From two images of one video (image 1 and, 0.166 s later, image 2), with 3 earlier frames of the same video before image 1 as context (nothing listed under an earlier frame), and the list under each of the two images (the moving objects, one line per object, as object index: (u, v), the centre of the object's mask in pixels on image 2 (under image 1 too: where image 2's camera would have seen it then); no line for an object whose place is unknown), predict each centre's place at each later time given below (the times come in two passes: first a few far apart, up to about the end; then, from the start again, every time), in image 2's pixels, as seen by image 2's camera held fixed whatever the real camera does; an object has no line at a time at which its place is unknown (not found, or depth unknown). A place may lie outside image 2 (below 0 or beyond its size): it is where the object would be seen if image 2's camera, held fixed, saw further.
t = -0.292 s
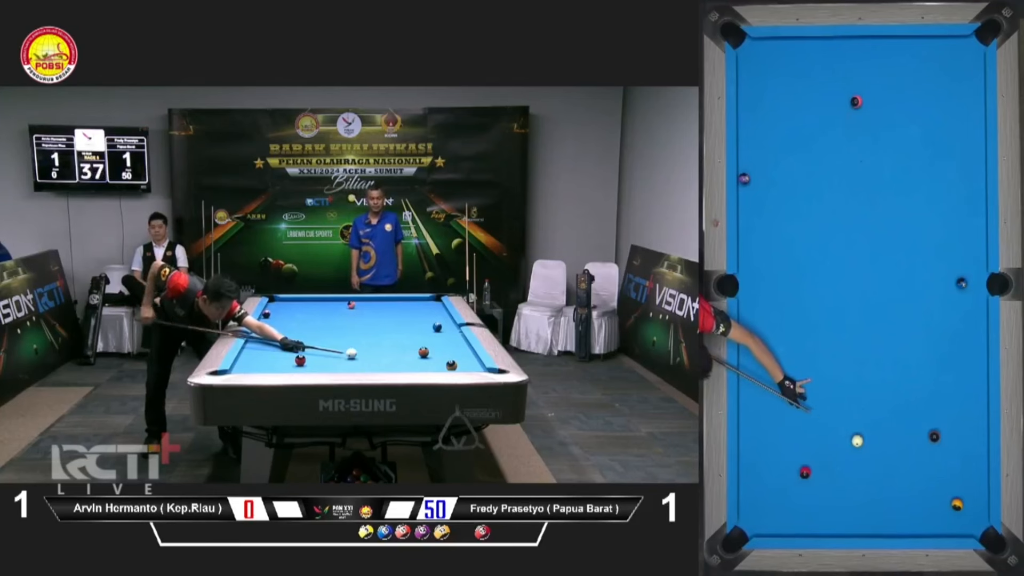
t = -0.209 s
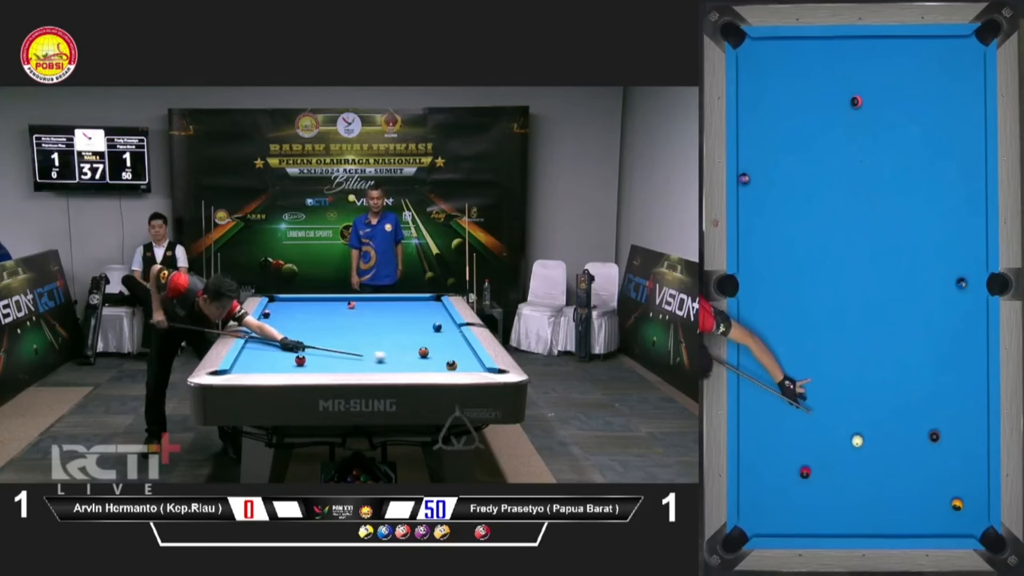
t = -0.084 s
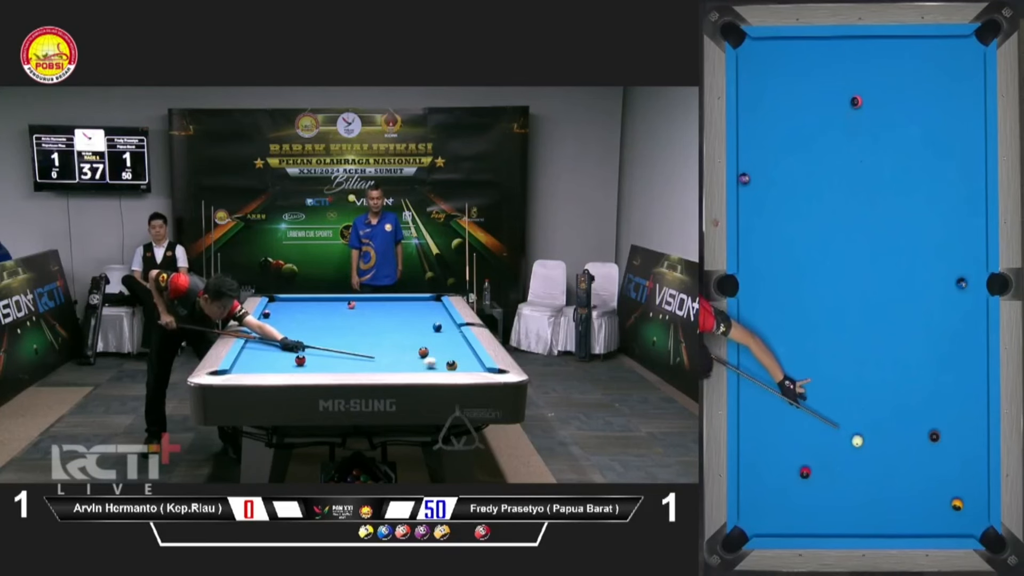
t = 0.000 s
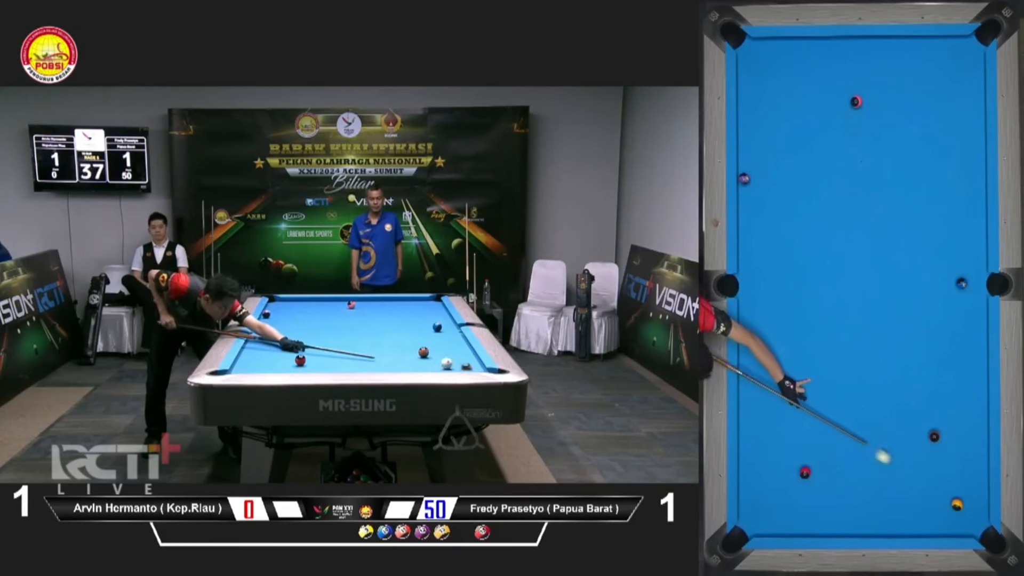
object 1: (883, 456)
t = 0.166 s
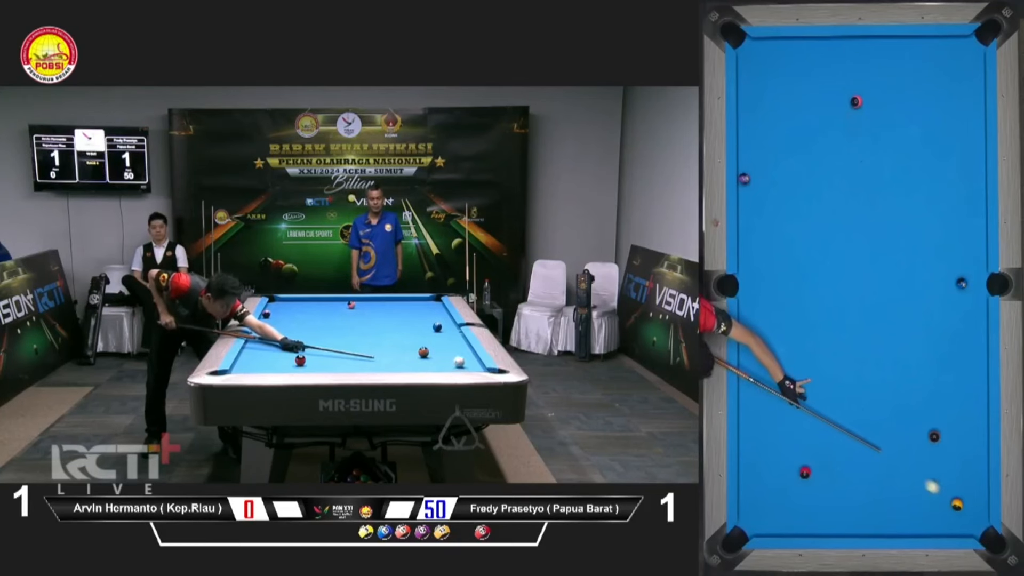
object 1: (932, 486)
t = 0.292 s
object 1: (957, 491)
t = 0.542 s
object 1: (977, 480)
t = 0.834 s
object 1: (974, 462)
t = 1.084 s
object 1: (964, 448)
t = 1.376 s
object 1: (954, 434)
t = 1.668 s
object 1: (943, 417)
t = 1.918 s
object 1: (935, 406)
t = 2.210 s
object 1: (926, 395)
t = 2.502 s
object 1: (918, 383)
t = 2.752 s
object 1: (910, 371)
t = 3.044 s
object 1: (904, 363)
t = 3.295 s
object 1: (898, 356)
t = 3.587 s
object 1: (892, 347)
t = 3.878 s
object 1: (888, 341)
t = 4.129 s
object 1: (885, 336)
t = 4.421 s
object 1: (882, 332)
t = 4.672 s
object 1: (879, 328)
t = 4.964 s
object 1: (878, 326)
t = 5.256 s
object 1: (877, 324)
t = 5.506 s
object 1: (877, 323)
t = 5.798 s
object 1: (877, 323)
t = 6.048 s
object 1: (877, 323)
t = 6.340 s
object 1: (877, 323)
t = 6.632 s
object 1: (877, 323)
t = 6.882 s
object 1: (877, 323)
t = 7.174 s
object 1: (876, 323)
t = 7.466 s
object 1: (876, 323)
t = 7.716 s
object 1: (876, 322)
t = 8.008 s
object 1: (876, 322)
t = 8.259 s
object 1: (876, 322)
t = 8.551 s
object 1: (876, 322)
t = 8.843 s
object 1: (876, 322)
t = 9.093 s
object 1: (876, 322)
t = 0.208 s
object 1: (947, 495)
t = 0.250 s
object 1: (954, 493)
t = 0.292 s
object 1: (957, 491)
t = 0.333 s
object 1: (960, 489)
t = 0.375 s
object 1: (965, 486)
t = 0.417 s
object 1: (969, 484)
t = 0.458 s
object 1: (970, 483)
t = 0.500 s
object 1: (974, 481)
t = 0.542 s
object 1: (977, 480)
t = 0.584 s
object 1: (978, 479)
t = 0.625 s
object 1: (982, 474)
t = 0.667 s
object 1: (980, 471)
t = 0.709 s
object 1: (979, 469)
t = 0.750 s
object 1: (977, 465)
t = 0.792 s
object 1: (975, 463)
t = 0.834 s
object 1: (974, 462)
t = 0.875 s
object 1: (972, 459)
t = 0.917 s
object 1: (971, 457)
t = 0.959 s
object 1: (970, 456)
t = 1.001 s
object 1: (968, 454)
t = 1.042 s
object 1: (966, 450)
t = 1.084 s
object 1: (964, 448)
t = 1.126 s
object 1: (963, 446)
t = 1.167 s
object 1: (961, 442)
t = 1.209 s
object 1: (959, 440)
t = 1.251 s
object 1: (958, 439)
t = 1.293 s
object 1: (957, 437)
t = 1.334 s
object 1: (955, 435)
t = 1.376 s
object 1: (954, 434)
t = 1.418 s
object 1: (953, 432)
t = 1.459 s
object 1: (951, 429)
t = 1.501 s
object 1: (950, 427)
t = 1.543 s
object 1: (948, 425)
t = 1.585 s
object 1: (945, 420)
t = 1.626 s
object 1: (944, 419)
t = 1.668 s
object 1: (943, 417)
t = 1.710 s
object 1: (941, 415)
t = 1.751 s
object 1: (941, 414)
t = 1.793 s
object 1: (939, 412)
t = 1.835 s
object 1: (937, 410)
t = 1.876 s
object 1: (936, 408)
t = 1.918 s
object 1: (935, 406)
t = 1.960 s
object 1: (933, 403)
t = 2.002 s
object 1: (931, 401)
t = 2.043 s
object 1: (931, 401)
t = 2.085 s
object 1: (930, 399)
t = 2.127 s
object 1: (928, 397)
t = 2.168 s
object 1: (927, 396)
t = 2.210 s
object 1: (926, 395)
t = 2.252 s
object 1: (925, 392)
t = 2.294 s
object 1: (923, 390)
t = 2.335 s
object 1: (922, 389)
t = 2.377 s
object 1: (921, 386)
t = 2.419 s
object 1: (919, 385)
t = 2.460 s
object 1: (919, 384)
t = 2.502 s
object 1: (918, 383)
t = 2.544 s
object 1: (917, 381)
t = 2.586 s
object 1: (915, 379)
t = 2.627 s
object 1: (913, 376)
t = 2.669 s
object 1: (912, 375)
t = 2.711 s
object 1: (911, 374)
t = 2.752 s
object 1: (910, 371)
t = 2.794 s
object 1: (909, 370)
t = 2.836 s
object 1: (908, 369)
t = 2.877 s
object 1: (907, 368)
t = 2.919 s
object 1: (906, 367)
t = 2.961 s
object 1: (906, 366)
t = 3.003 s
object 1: (905, 365)
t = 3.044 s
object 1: (904, 363)
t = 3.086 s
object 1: (903, 362)
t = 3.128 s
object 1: (902, 360)
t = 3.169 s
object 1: (901, 359)
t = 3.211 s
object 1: (900, 357)
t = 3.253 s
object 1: (899, 357)
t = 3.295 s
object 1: (898, 356)
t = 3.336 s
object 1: (898, 355)
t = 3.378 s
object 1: (897, 354)
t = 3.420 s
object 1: (897, 353)
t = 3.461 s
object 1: (895, 351)
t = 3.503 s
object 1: (895, 350)
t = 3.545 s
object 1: (893, 348)
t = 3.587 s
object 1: (892, 347)
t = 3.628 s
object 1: (892, 347)
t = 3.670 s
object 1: (891, 346)
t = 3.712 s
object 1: (890, 345)
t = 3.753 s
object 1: (890, 344)
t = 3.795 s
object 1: (889, 343)
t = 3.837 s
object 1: (889, 342)
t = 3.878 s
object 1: (888, 341)
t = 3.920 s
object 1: (888, 341)
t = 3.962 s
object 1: (887, 339)
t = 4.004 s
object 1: (886, 338)
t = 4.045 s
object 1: (886, 338)
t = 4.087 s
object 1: (885, 337)
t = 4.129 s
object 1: (885, 336)
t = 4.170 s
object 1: (885, 336)
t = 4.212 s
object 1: (884, 336)
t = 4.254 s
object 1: (883, 335)
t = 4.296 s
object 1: (883, 334)
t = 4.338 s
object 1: (883, 333)
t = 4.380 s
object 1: (882, 332)
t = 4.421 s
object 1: (882, 332)
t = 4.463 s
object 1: (881, 331)
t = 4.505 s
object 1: (881, 330)
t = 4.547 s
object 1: (880, 330)
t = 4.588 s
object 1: (880, 330)
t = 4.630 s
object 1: (879, 329)
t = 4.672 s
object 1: (879, 328)
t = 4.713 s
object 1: (879, 328)
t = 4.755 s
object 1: (879, 327)
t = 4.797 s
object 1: (878, 327)
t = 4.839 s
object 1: (878, 327)
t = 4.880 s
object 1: (878, 326)
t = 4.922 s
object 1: (878, 326)
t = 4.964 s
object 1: (878, 326)
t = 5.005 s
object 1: (878, 325)
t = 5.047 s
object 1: (878, 325)
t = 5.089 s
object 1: (877, 325)
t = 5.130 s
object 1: (877, 324)
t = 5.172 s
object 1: (877, 324)
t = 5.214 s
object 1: (877, 324)
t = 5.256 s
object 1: (877, 324)
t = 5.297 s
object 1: (877, 324)
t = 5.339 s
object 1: (877, 324)
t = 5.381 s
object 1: (877, 323)
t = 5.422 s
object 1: (877, 323)
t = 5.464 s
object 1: (877, 323)
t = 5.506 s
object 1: (877, 323)
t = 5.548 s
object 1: (877, 323)
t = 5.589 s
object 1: (877, 323)
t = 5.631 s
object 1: (877, 323)
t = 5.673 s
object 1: (877, 323)
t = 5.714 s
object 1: (877, 323)
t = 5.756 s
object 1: (877, 323)
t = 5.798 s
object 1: (877, 323)
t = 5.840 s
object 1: (877, 323)
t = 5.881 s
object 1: (877, 323)
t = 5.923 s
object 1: (877, 323)
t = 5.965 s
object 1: (877, 323)
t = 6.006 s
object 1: (877, 323)
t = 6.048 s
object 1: (877, 323)
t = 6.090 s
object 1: (876, 323)
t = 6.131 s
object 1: (877, 323)
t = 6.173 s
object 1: (877, 323)
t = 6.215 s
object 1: (877, 323)
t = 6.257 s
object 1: (877, 323)
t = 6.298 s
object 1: (877, 323)
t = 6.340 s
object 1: (877, 323)
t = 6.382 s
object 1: (876, 323)
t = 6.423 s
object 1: (876, 323)
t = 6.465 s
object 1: (877, 323)
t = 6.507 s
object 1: (876, 323)
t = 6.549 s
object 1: (876, 323)
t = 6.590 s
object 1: (877, 323)
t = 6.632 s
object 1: (877, 323)
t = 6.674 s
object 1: (877, 323)
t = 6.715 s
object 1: (877, 323)
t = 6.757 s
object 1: (877, 323)
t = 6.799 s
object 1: (877, 323)
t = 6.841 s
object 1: (877, 323)
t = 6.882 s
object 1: (877, 323)
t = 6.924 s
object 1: (877, 323)
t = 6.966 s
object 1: (877, 323)
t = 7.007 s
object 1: (877, 323)
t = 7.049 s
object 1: (876, 323)
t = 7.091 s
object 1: (876, 323)
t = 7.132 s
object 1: (876, 323)
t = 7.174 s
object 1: (876, 323)
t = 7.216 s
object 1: (876, 323)
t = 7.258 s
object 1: (876, 323)
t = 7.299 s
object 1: (876, 323)
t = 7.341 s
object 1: (876, 323)
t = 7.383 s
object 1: (876, 323)
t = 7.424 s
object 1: (876, 323)
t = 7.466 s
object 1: (876, 323)
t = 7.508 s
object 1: (876, 323)
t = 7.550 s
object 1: (876, 322)
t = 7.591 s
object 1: (876, 322)
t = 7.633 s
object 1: (876, 322)
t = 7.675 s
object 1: (876, 322)
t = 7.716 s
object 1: (876, 322)
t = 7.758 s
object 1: (876, 322)
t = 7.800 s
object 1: (876, 322)
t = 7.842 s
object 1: (876, 322)
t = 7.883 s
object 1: (876, 322)
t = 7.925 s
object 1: (876, 322)
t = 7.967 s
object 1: (876, 322)
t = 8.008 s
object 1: (876, 322)
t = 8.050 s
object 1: (876, 322)
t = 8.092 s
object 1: (876, 322)
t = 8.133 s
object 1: (876, 322)
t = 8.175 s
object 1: (876, 322)
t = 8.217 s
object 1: (876, 322)
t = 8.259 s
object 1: (876, 322)
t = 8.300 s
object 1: (876, 322)
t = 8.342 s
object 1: (876, 322)
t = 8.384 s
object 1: (876, 322)
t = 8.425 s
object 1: (876, 322)
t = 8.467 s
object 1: (876, 322)
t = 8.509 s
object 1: (876, 322)
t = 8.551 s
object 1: (876, 322)
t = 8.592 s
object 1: (876, 322)
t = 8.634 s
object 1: (876, 322)
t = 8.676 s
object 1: (876, 322)
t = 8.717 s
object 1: (876, 322)
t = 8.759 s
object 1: (876, 322)
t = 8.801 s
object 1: (876, 322)
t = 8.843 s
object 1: (876, 322)
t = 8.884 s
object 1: (876, 322)
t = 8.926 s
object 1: (876, 322)
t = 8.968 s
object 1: (876, 322)
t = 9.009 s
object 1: (876, 322)
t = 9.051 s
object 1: (876, 322)
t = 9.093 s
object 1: (876, 322)
